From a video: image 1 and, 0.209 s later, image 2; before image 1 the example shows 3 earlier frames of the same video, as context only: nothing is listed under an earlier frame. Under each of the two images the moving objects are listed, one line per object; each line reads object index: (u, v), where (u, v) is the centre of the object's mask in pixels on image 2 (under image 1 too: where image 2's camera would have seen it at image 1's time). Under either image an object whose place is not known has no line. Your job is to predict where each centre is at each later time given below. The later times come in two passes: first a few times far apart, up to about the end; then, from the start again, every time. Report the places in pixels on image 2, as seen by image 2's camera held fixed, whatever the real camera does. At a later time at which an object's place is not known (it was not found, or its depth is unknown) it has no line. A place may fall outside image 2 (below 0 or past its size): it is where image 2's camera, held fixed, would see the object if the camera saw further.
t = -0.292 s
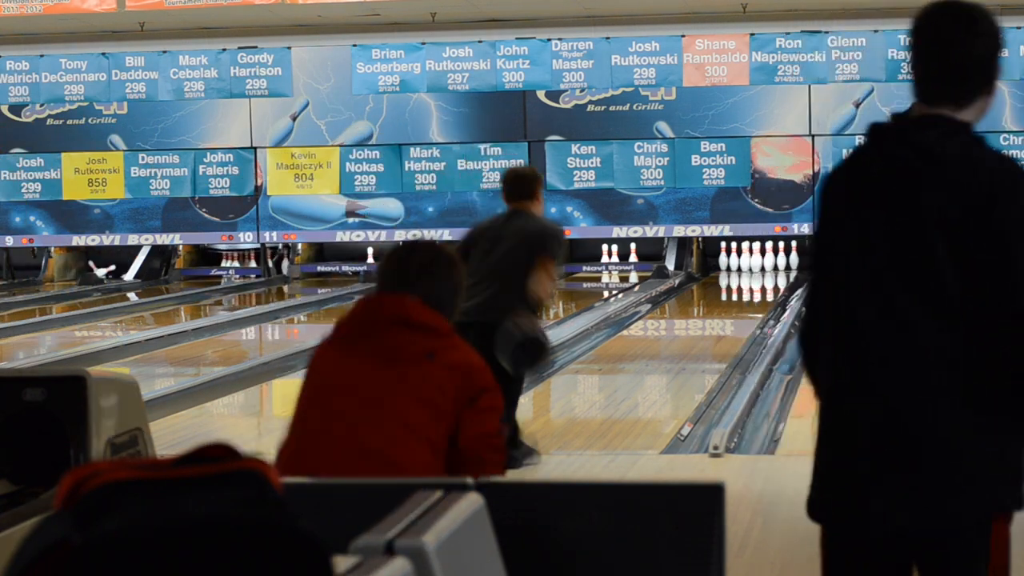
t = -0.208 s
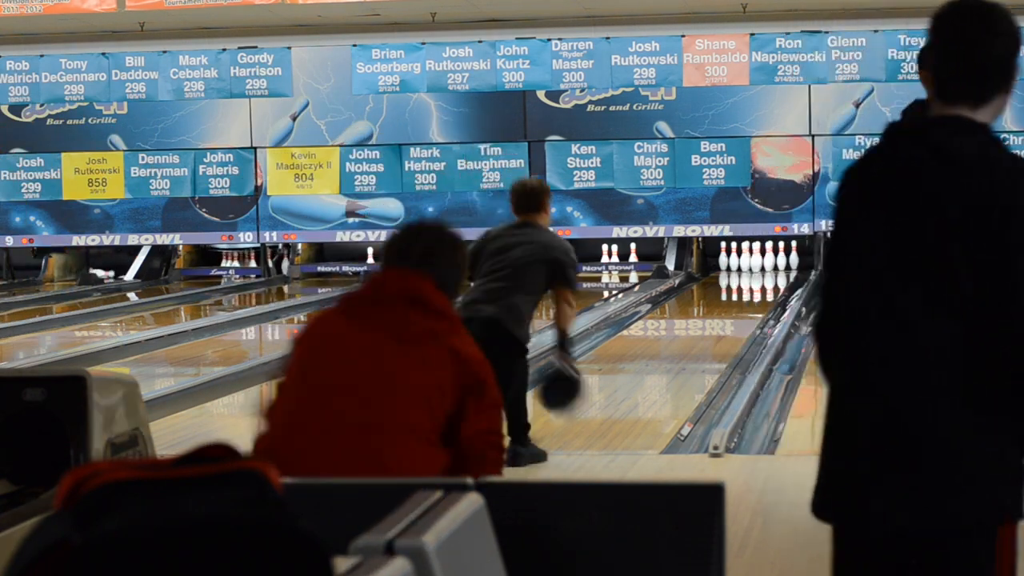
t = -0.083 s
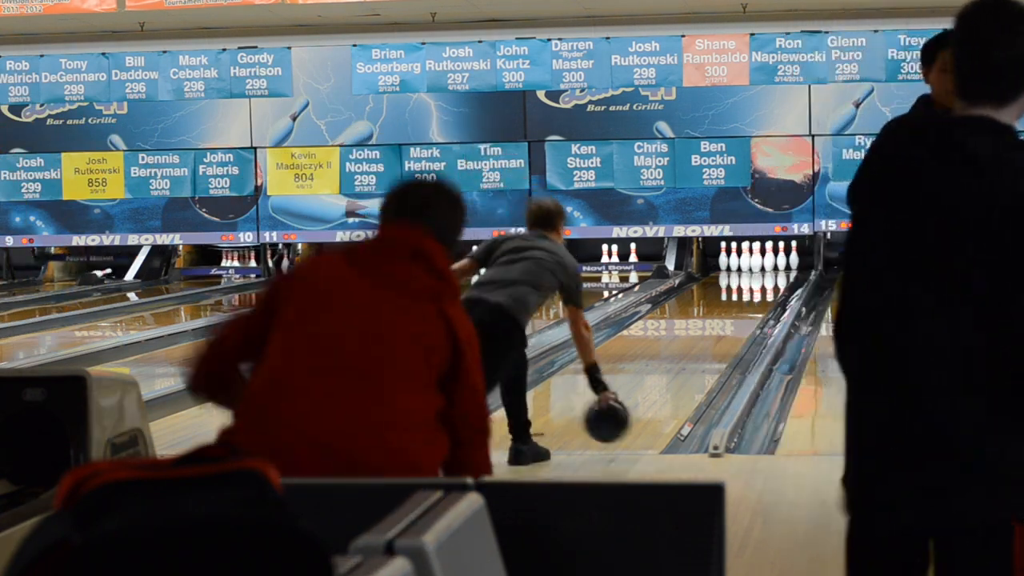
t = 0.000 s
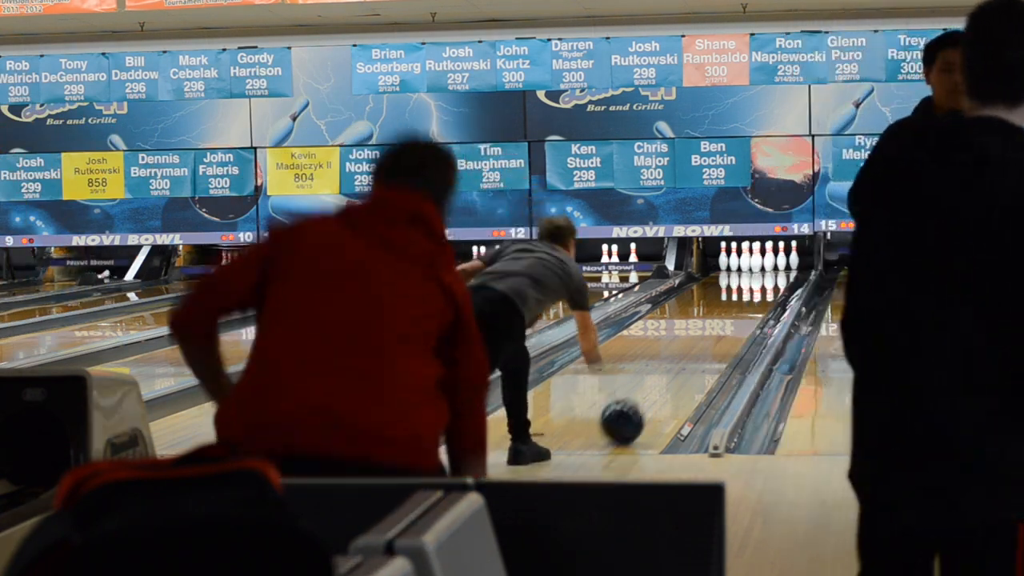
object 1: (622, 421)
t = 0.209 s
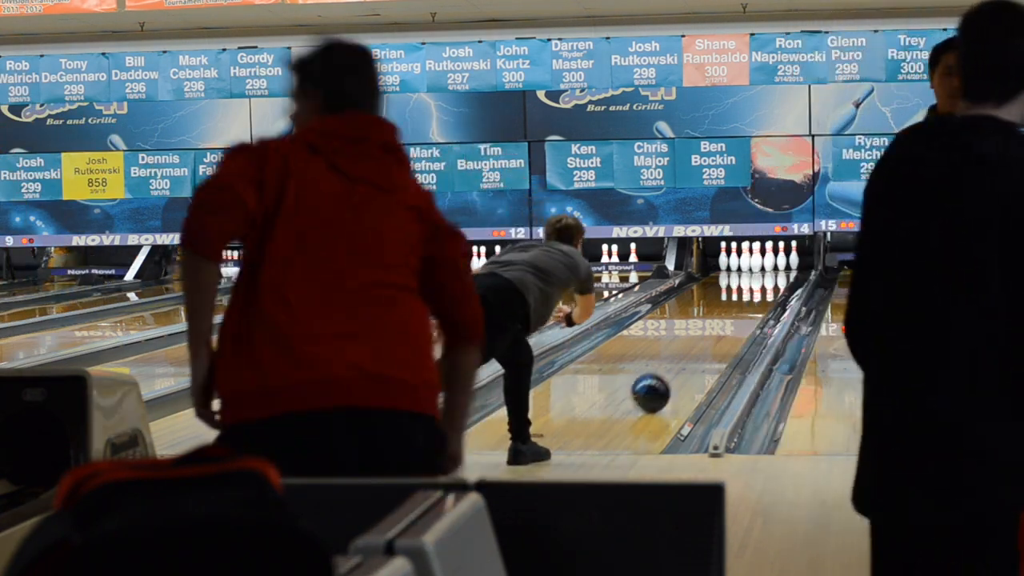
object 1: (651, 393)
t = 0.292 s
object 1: (660, 382)
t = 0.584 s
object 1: (687, 355)
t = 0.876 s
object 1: (707, 333)
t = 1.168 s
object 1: (723, 317)
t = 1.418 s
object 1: (733, 305)
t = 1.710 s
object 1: (743, 293)
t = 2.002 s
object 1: (750, 283)
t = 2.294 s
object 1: (756, 276)
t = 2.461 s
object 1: (758, 272)
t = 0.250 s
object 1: (656, 387)
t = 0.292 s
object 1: (660, 382)
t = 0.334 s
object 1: (665, 378)
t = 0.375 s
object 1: (669, 373)
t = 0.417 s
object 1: (673, 370)
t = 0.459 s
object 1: (677, 366)
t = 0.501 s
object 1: (680, 362)
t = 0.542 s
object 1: (684, 358)
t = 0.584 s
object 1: (687, 355)
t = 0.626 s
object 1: (691, 351)
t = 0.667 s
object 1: (694, 348)
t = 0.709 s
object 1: (696, 345)
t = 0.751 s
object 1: (699, 342)
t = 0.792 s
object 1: (702, 339)
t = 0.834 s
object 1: (705, 336)
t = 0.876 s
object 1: (707, 333)
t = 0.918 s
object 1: (710, 331)
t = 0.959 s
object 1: (712, 328)
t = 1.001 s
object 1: (714, 326)
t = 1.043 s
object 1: (717, 324)
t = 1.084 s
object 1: (719, 321)
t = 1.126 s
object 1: (721, 319)
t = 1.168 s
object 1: (723, 317)
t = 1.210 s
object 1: (725, 315)
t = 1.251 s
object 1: (726, 313)
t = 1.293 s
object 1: (728, 311)
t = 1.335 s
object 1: (730, 309)
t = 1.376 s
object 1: (731, 307)
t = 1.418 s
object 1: (733, 305)
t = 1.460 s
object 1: (734, 303)
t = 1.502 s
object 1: (736, 301)
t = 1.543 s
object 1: (737, 299)
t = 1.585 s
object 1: (738, 298)
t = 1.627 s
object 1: (740, 296)
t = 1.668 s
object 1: (742, 295)
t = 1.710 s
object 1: (743, 293)
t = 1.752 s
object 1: (743, 291)
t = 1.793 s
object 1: (744, 290)
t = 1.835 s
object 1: (746, 289)
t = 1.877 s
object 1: (747, 287)
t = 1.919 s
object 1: (748, 286)
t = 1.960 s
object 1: (749, 285)
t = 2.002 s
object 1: (750, 283)
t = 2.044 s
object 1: (751, 282)
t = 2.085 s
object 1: (752, 281)
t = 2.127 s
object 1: (752, 280)
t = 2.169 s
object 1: (753, 279)
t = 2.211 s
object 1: (754, 278)
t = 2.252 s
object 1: (755, 277)
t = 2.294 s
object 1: (756, 276)
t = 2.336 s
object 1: (757, 274)
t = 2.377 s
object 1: (757, 274)
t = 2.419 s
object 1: (758, 273)
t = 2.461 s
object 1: (758, 272)
